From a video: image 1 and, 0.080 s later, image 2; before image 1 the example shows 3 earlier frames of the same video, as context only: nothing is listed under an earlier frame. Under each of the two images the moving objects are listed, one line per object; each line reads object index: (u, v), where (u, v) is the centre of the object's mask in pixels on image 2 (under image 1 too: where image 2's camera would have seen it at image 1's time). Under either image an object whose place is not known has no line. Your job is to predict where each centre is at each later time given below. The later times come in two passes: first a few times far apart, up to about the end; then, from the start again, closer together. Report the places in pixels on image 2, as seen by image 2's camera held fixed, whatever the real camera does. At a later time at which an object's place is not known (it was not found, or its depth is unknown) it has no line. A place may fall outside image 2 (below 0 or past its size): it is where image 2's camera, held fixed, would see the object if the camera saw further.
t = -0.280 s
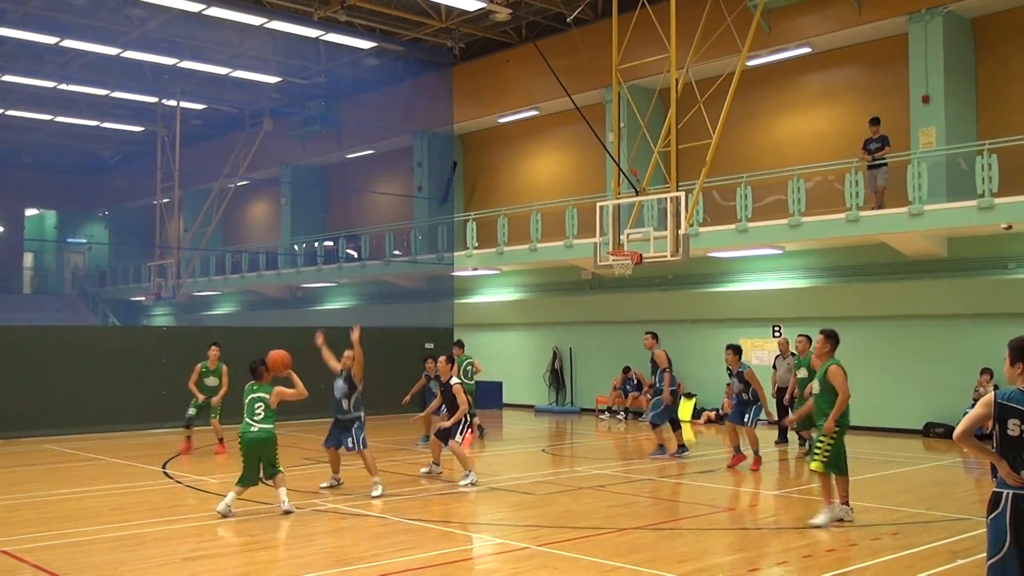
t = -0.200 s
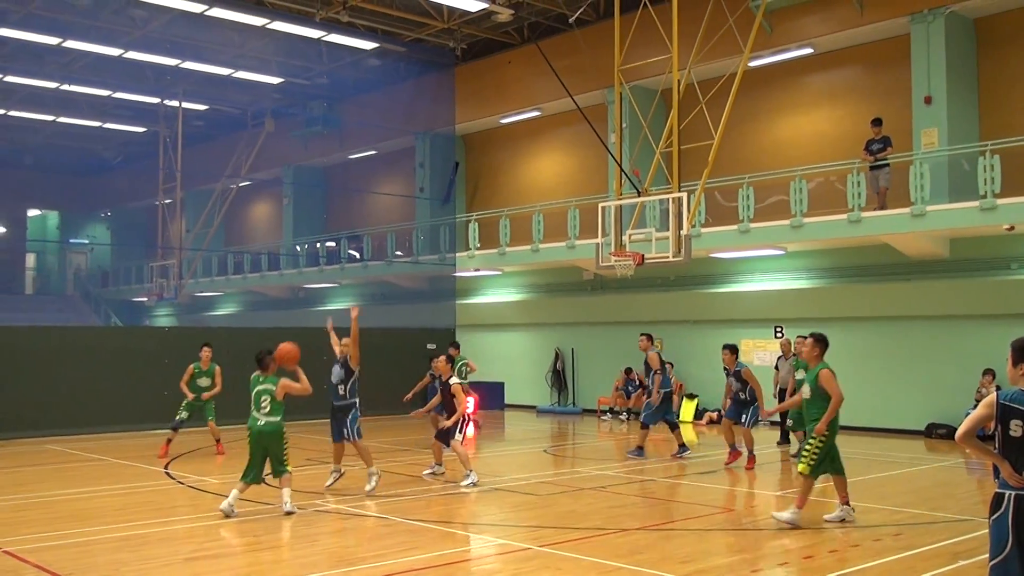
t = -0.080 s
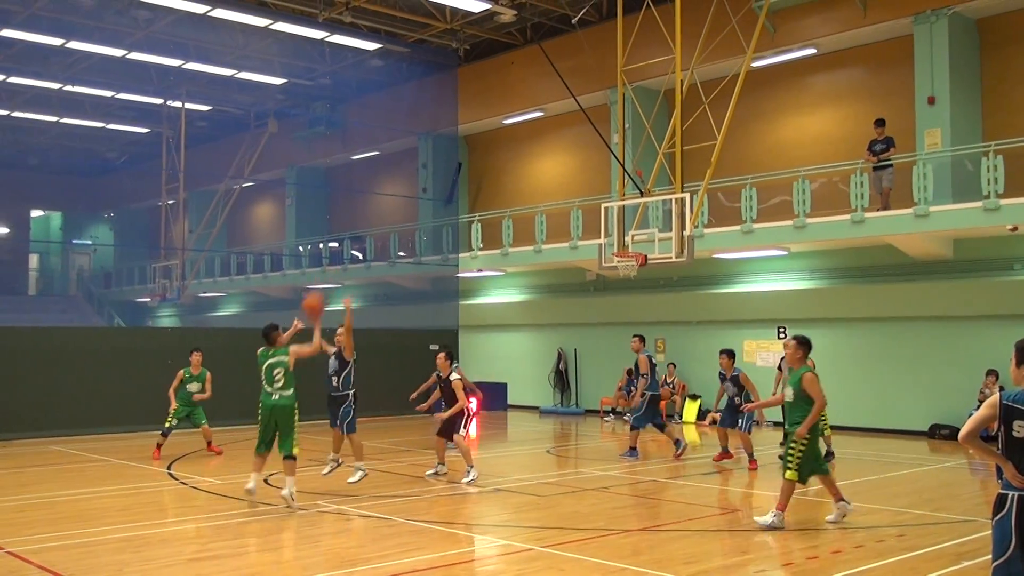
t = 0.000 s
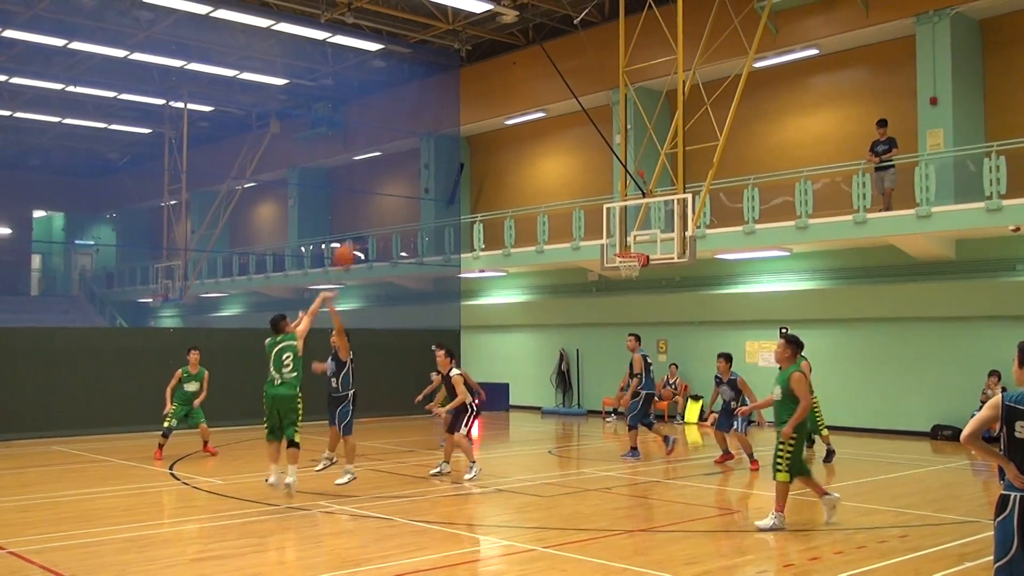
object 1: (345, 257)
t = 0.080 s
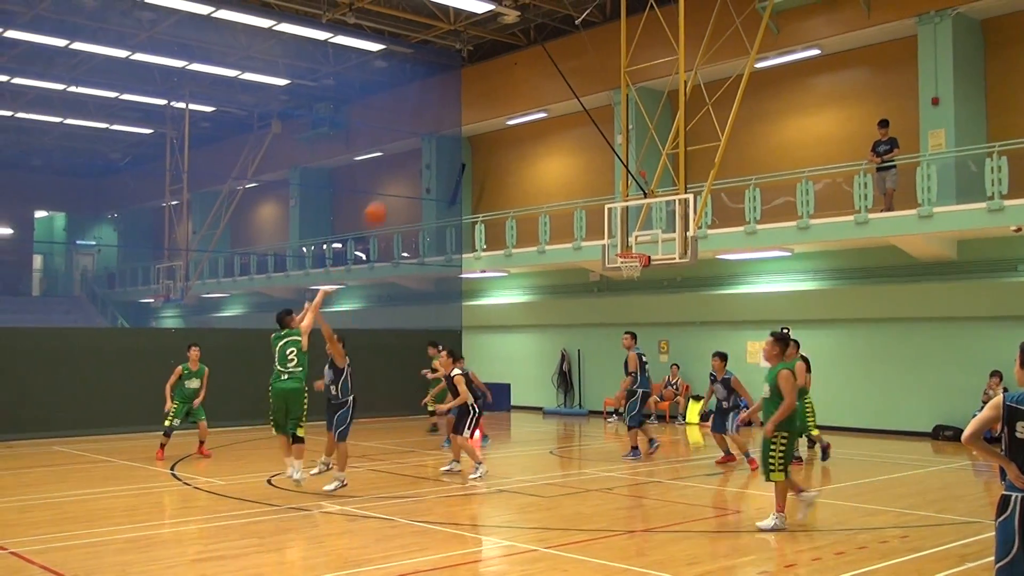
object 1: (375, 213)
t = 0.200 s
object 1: (415, 165)
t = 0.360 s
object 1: (462, 125)
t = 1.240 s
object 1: (641, 238)
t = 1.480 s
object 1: (645, 245)
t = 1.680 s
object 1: (641, 245)
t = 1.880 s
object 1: (630, 251)
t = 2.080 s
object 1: (622, 275)
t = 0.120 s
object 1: (389, 195)
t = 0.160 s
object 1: (403, 179)
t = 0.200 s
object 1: (415, 165)
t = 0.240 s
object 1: (427, 152)
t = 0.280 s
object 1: (440, 142)
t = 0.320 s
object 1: (450, 133)
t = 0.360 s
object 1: (462, 125)
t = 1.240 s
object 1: (641, 238)
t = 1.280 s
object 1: (638, 248)
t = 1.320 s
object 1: (630, 248)
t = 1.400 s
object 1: (631, 248)
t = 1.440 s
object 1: (639, 247)
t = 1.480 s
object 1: (645, 245)
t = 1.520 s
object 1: (647, 244)
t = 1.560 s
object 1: (645, 242)
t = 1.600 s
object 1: (644, 242)
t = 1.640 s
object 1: (643, 243)
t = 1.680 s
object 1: (641, 245)
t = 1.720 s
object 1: (639, 247)
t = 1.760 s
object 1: (638, 247)
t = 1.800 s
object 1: (635, 248)
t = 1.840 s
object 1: (633, 250)
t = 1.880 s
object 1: (630, 251)
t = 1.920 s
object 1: (627, 260)
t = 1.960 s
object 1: (624, 266)
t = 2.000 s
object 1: (624, 269)
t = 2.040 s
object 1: (623, 274)
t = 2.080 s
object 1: (622, 275)
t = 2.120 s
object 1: (622, 280)
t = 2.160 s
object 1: (621, 284)
